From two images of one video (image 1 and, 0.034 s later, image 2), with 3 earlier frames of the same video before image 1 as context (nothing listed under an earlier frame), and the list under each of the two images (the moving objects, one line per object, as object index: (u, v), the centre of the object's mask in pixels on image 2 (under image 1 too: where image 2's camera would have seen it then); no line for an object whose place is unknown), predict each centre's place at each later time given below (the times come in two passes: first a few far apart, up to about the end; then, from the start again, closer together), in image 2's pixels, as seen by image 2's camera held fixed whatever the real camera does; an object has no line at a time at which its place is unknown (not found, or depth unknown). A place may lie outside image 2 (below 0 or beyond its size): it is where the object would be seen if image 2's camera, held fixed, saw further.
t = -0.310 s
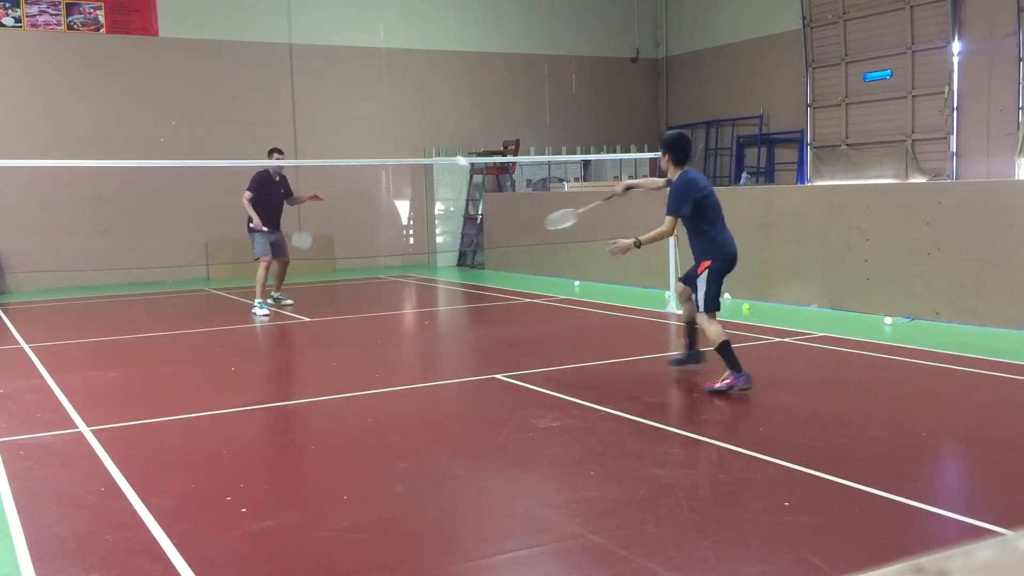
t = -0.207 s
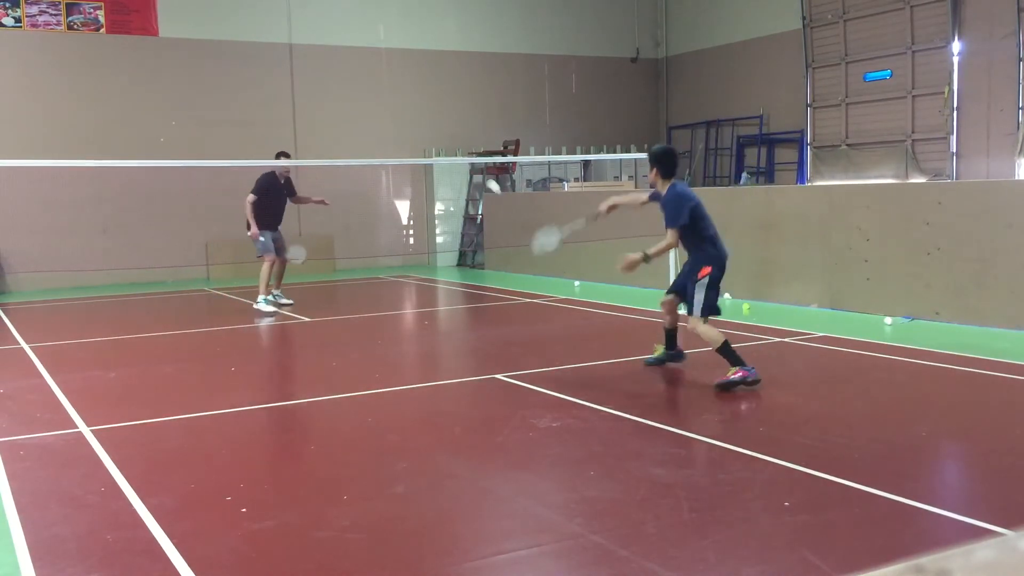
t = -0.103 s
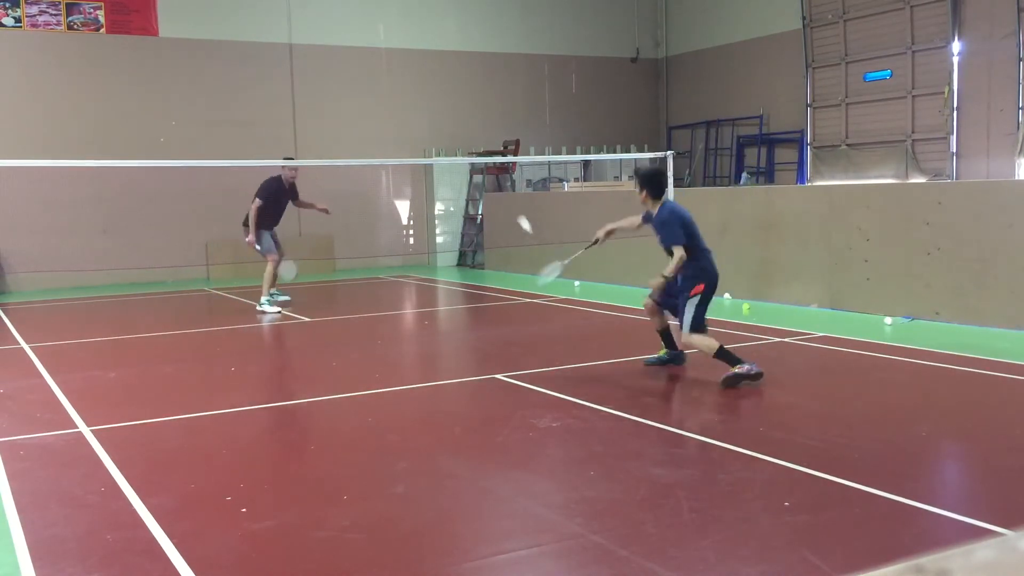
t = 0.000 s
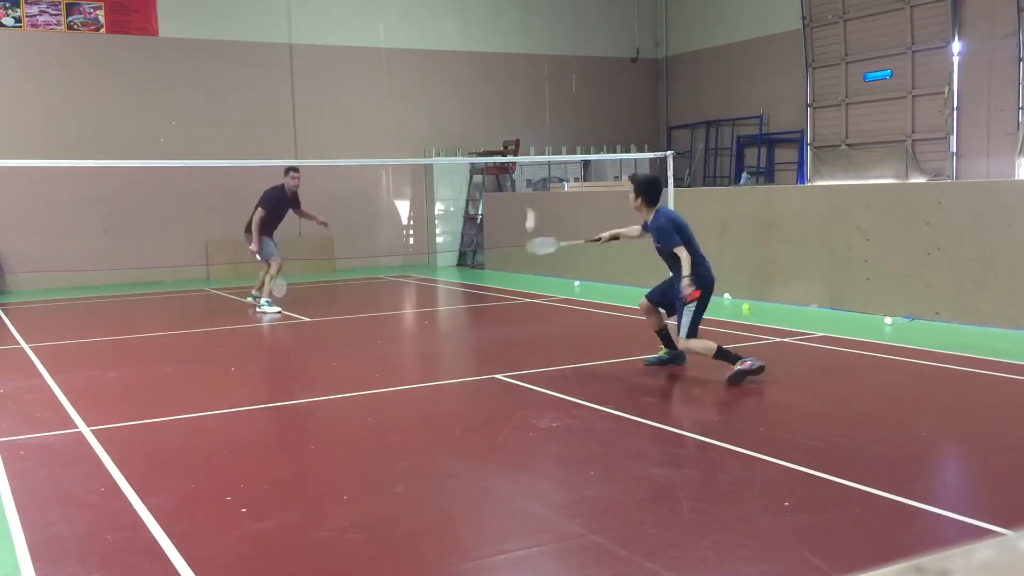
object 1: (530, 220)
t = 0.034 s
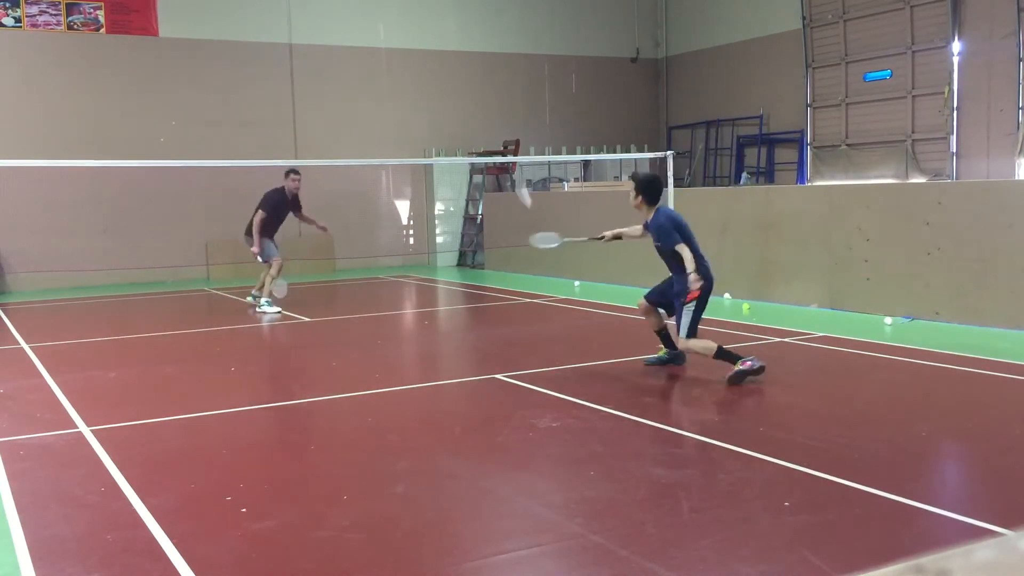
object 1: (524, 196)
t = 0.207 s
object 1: (481, 134)
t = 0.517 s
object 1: (438, 113)
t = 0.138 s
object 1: (498, 150)
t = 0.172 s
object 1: (490, 141)
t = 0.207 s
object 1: (481, 134)
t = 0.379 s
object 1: (455, 110)
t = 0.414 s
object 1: (450, 108)
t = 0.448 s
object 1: (446, 108)
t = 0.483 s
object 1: (442, 110)
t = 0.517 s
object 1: (438, 113)
